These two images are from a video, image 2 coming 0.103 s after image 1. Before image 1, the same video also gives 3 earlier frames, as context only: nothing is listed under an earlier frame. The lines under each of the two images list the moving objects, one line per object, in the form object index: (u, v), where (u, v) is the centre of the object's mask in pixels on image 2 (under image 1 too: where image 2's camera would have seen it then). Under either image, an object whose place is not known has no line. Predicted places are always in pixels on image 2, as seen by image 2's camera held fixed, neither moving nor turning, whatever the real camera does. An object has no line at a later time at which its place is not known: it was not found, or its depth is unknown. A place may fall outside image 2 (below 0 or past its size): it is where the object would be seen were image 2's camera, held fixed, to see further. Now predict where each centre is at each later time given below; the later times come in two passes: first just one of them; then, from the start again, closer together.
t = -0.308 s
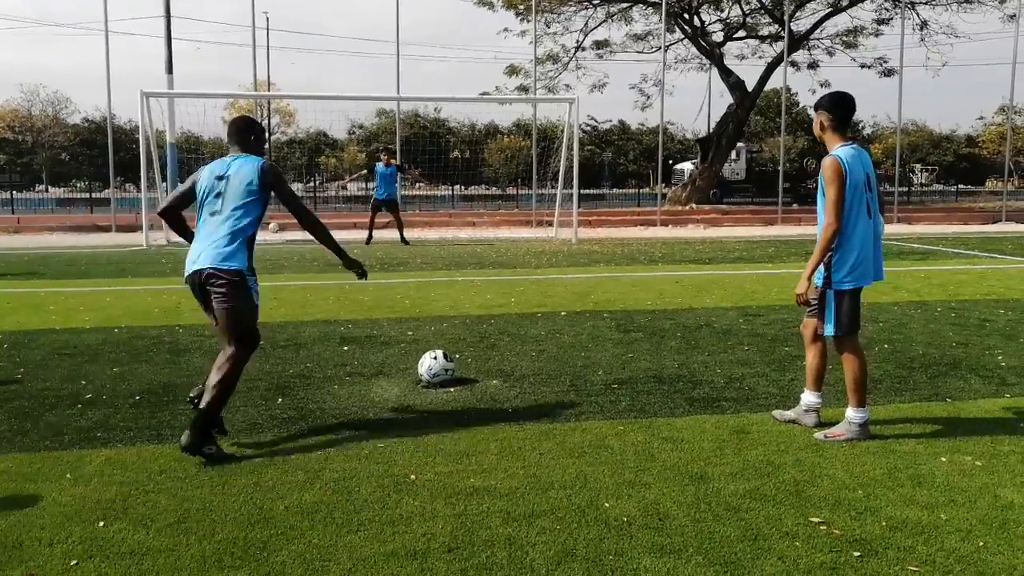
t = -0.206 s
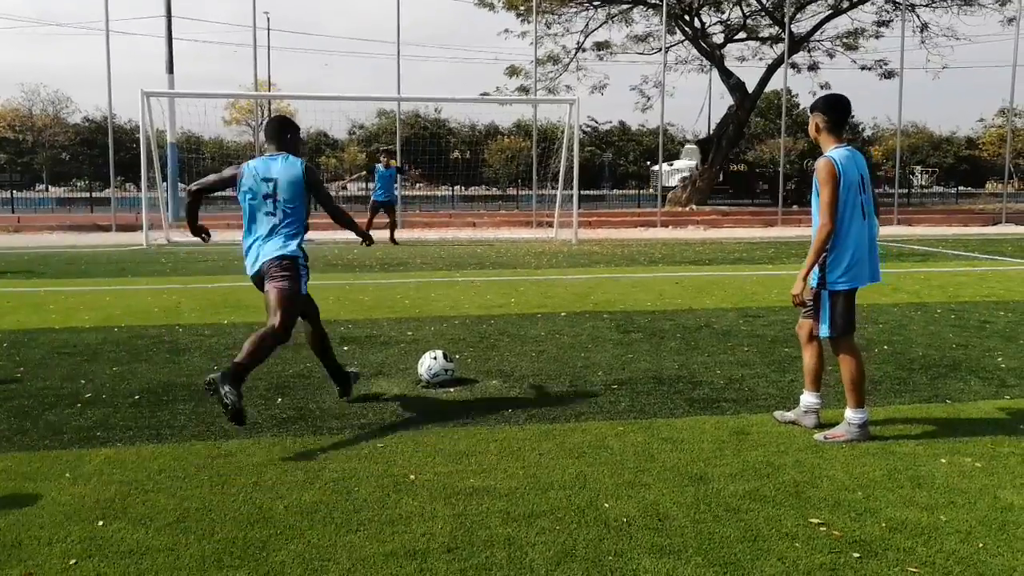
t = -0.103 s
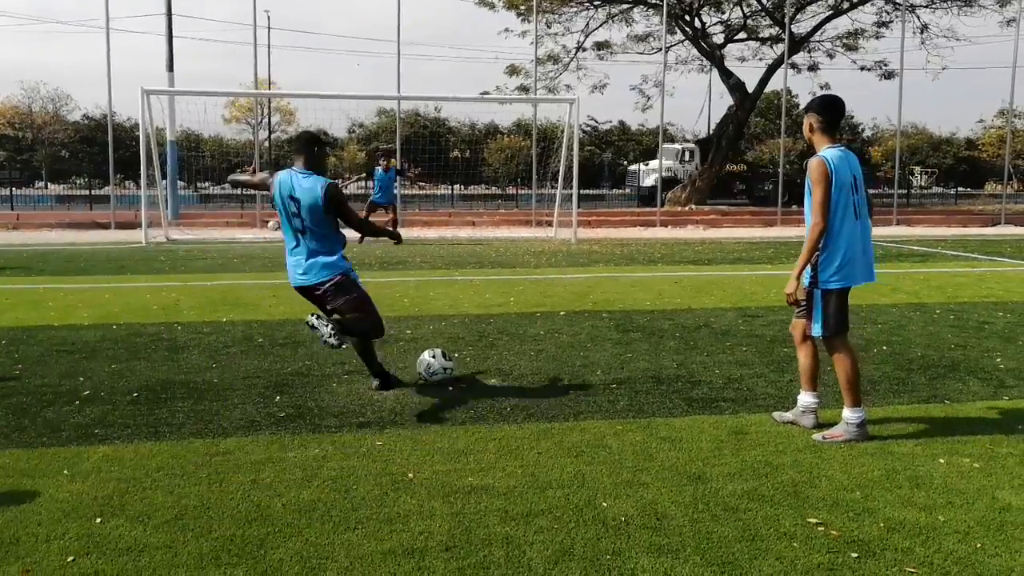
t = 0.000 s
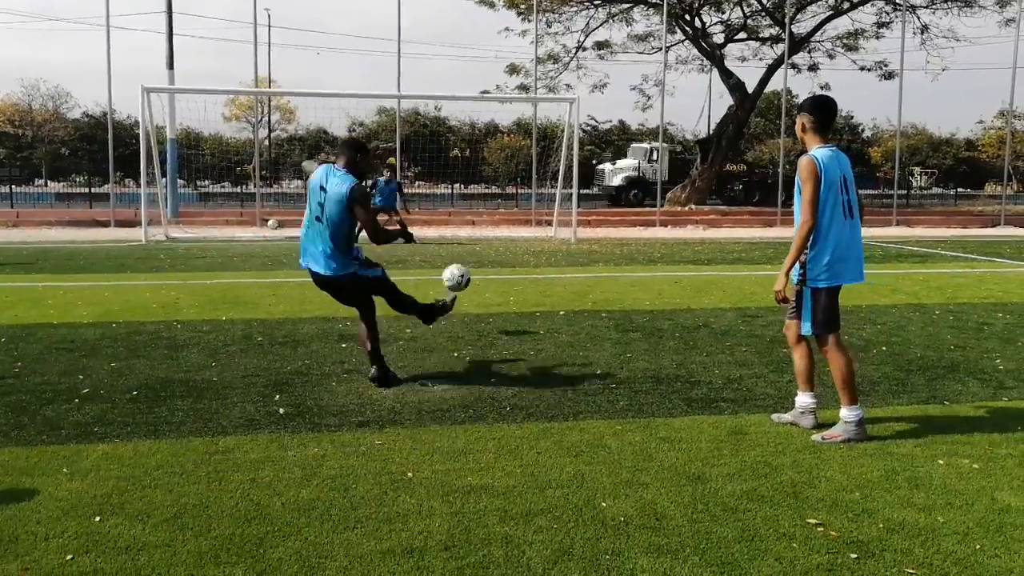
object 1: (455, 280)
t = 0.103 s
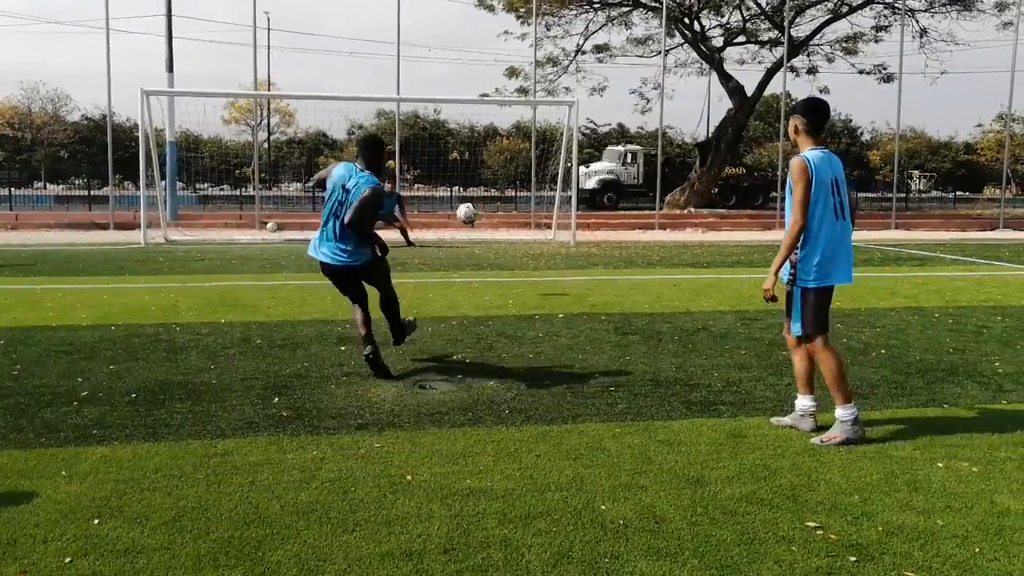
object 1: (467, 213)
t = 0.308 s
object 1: (463, 173)
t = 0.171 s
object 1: (467, 191)
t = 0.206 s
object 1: (467, 184)
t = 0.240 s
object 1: (466, 179)
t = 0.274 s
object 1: (465, 176)
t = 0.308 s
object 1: (463, 173)
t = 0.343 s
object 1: (461, 173)
